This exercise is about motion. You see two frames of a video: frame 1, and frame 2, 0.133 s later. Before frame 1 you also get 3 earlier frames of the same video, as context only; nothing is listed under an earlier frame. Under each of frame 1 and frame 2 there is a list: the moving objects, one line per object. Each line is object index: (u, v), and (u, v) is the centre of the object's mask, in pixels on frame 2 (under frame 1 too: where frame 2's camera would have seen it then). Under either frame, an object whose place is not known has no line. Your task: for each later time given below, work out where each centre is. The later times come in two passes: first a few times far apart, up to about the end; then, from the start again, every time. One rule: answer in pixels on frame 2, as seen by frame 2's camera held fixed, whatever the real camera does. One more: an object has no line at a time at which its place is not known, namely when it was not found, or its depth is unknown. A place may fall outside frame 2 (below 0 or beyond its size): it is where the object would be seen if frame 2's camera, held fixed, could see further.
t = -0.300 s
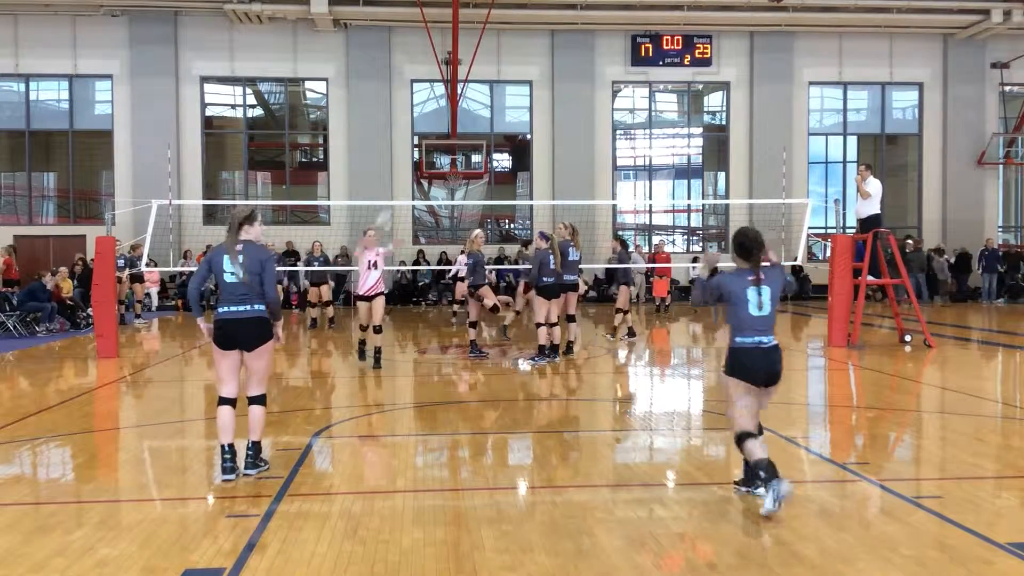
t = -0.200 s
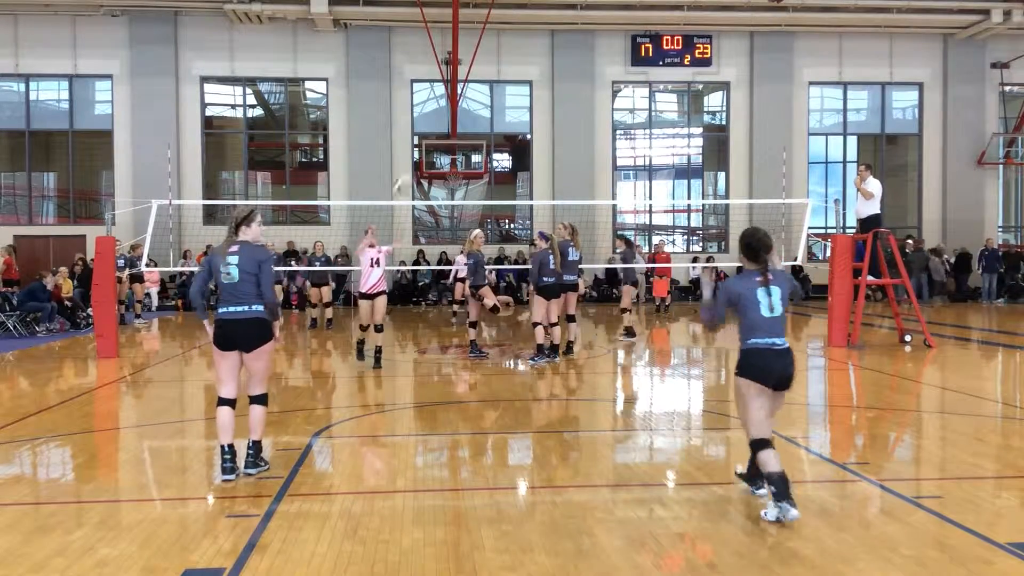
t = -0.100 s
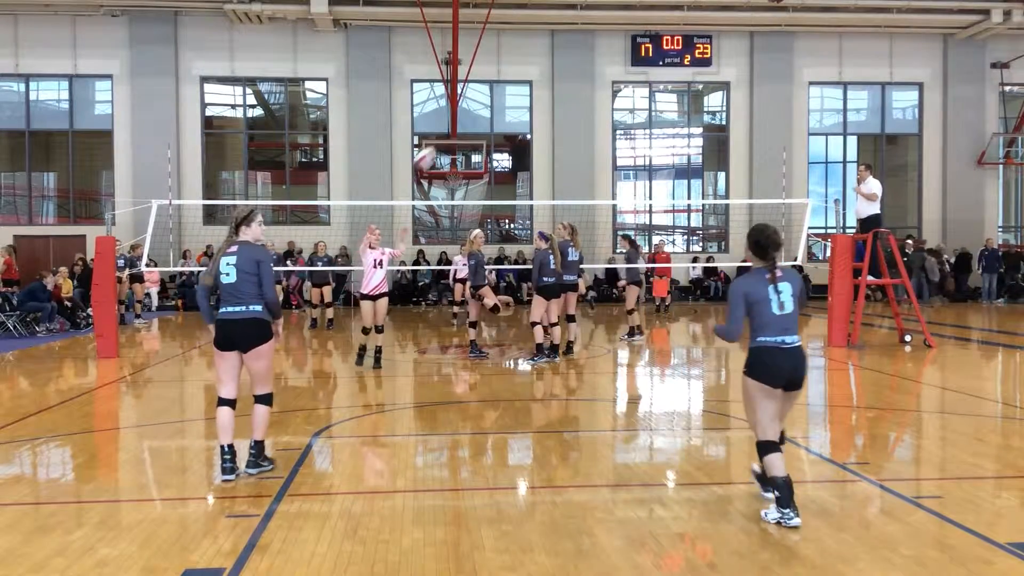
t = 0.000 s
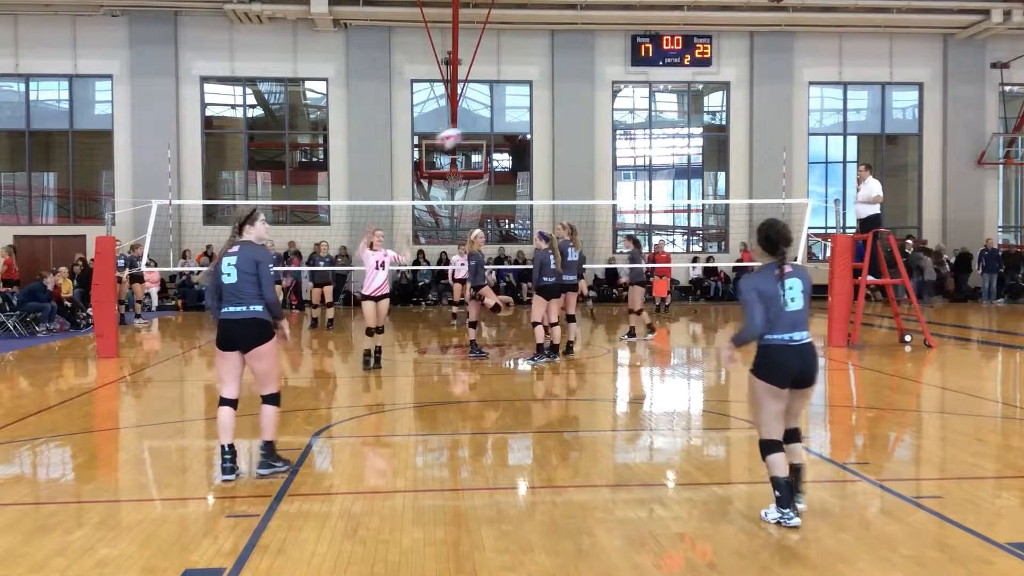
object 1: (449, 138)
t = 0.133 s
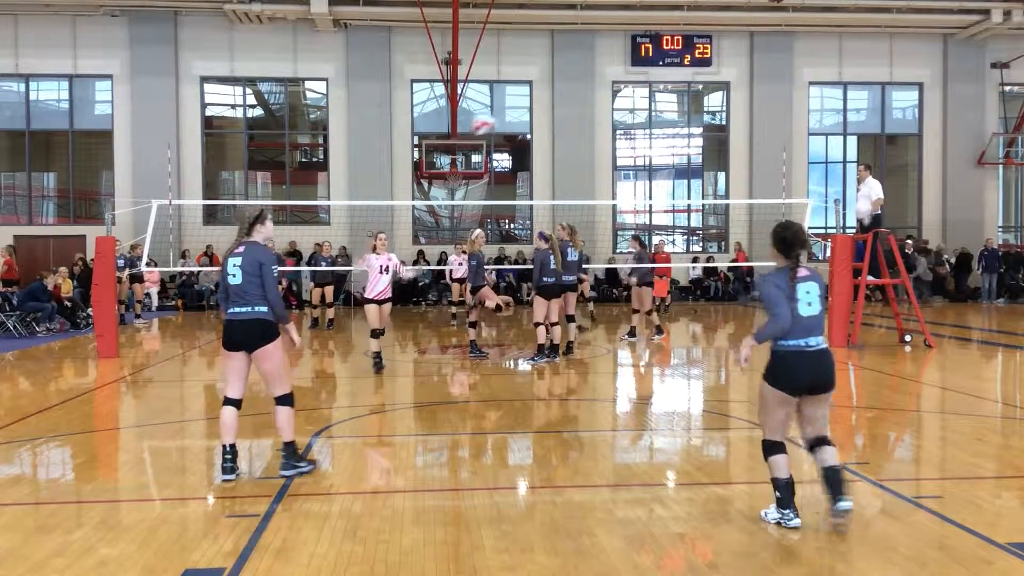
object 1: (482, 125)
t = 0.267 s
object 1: (524, 129)
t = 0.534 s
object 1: (640, 232)
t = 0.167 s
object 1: (491, 124)
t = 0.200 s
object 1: (500, 124)
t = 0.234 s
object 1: (510, 129)
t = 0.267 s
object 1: (524, 129)
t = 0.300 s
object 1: (534, 133)
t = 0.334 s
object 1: (547, 140)
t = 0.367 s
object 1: (561, 149)
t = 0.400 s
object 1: (572, 158)
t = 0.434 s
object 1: (586, 172)
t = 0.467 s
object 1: (600, 185)
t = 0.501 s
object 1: (612, 205)
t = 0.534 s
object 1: (640, 232)
